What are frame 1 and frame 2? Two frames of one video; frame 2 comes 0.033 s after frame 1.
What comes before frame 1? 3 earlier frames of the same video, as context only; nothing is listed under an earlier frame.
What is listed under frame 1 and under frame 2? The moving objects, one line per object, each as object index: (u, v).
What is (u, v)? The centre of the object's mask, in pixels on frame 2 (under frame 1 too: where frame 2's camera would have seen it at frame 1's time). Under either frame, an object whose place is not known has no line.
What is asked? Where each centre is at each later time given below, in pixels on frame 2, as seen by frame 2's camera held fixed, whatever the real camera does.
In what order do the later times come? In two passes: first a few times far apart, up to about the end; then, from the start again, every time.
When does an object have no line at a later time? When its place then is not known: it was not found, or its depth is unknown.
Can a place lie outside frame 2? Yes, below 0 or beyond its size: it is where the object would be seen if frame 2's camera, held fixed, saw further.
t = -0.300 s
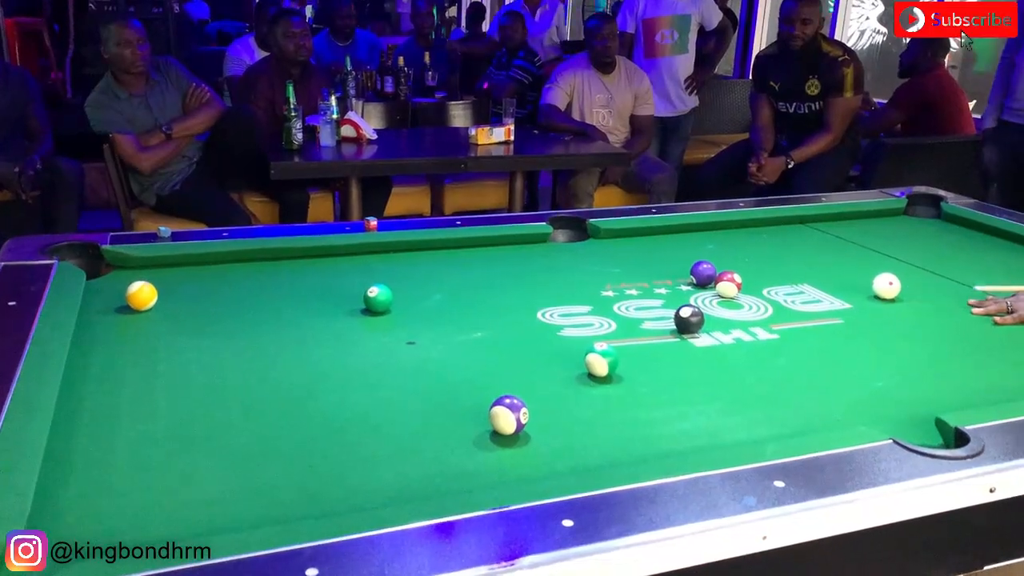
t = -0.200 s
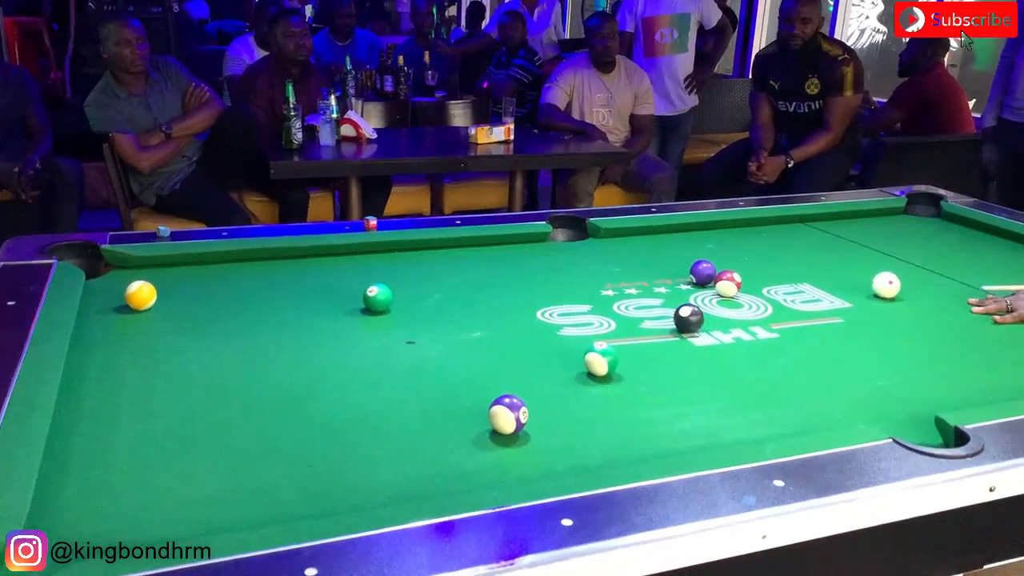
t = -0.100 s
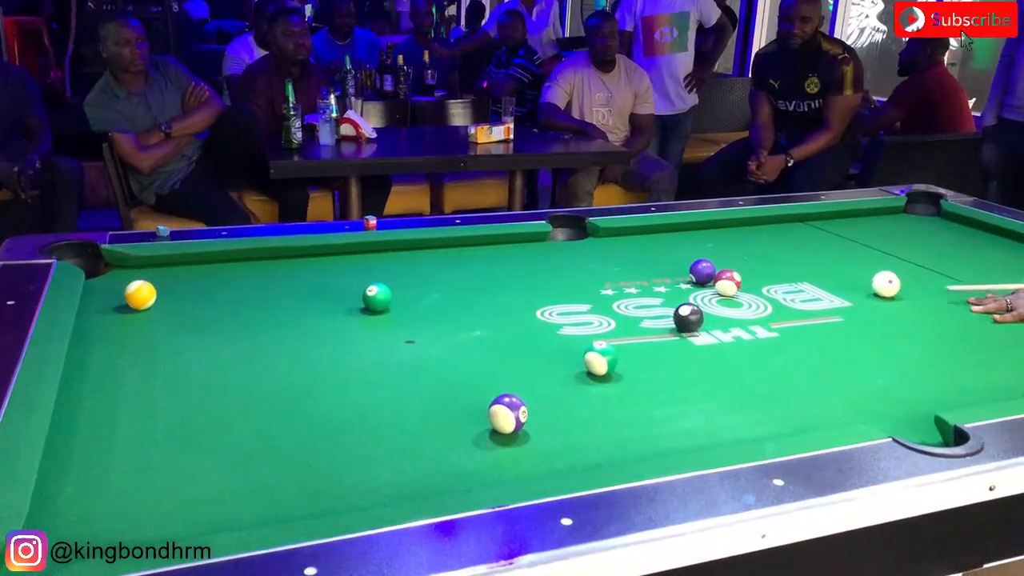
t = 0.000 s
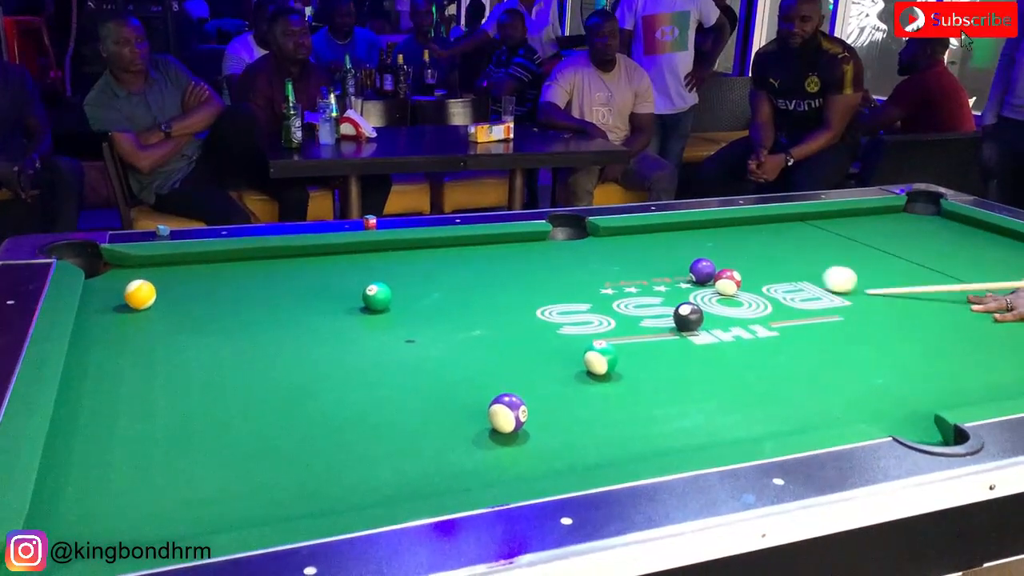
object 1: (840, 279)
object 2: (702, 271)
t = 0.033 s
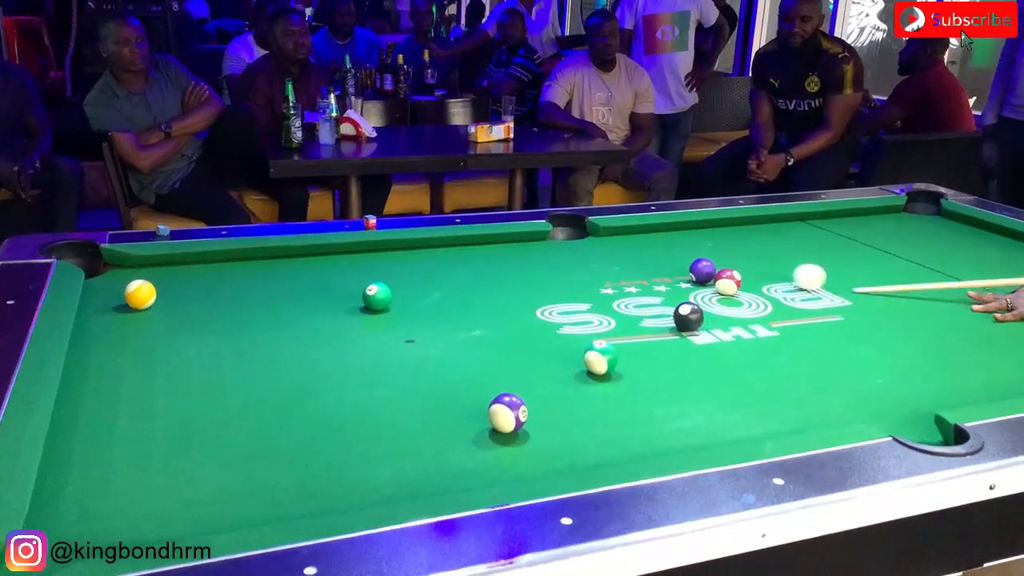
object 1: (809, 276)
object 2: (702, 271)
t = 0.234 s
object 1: (727, 263)
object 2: (652, 270)
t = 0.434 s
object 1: (727, 260)
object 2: (569, 269)
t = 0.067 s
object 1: (781, 275)
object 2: (702, 271)
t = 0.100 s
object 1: (755, 272)
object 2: (702, 271)
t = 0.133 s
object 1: (733, 266)
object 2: (702, 271)
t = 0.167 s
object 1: (728, 264)
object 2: (687, 270)
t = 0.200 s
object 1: (728, 264)
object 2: (669, 271)
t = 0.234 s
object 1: (727, 263)
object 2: (652, 270)
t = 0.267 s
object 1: (727, 263)
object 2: (638, 271)
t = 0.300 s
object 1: (727, 262)
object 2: (624, 270)
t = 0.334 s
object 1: (727, 261)
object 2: (610, 270)
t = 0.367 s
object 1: (727, 261)
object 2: (596, 270)
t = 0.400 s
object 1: (727, 260)
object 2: (583, 270)
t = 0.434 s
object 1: (727, 260)
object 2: (569, 269)
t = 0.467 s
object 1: (728, 259)
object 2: (556, 270)
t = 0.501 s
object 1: (728, 259)
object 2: (542, 269)
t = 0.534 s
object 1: (728, 259)
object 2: (528, 269)
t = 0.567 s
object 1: (728, 258)
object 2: (516, 269)
